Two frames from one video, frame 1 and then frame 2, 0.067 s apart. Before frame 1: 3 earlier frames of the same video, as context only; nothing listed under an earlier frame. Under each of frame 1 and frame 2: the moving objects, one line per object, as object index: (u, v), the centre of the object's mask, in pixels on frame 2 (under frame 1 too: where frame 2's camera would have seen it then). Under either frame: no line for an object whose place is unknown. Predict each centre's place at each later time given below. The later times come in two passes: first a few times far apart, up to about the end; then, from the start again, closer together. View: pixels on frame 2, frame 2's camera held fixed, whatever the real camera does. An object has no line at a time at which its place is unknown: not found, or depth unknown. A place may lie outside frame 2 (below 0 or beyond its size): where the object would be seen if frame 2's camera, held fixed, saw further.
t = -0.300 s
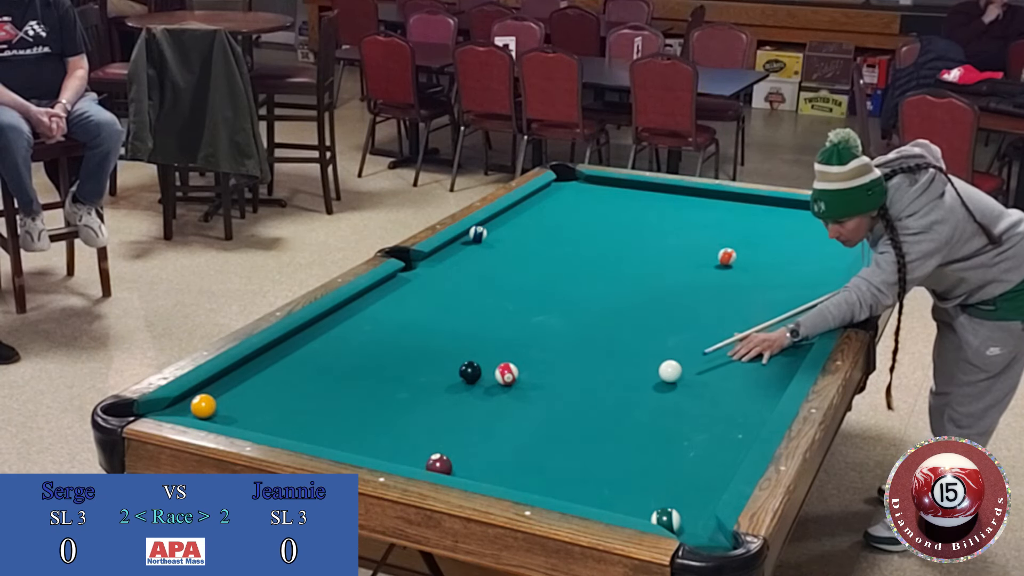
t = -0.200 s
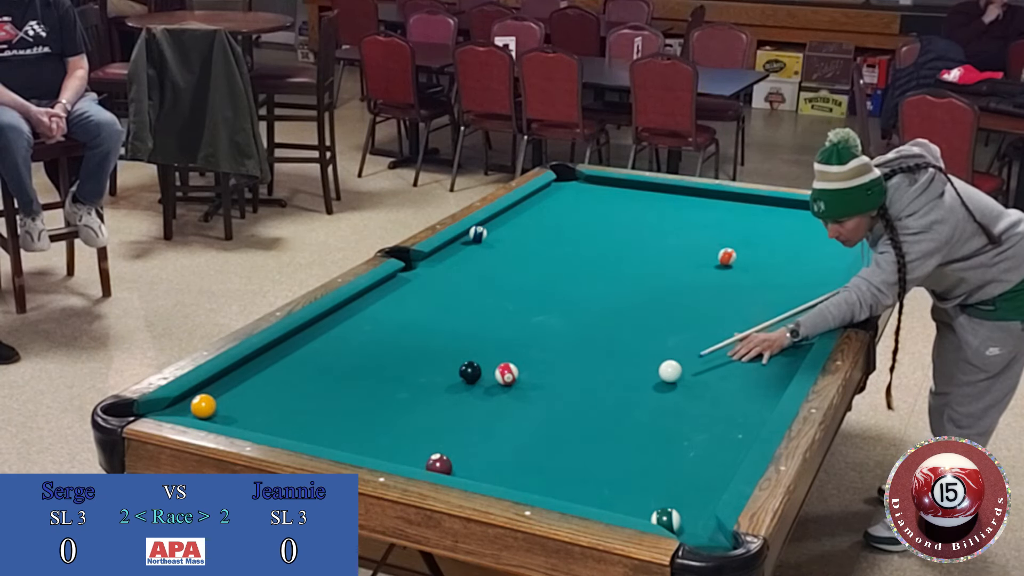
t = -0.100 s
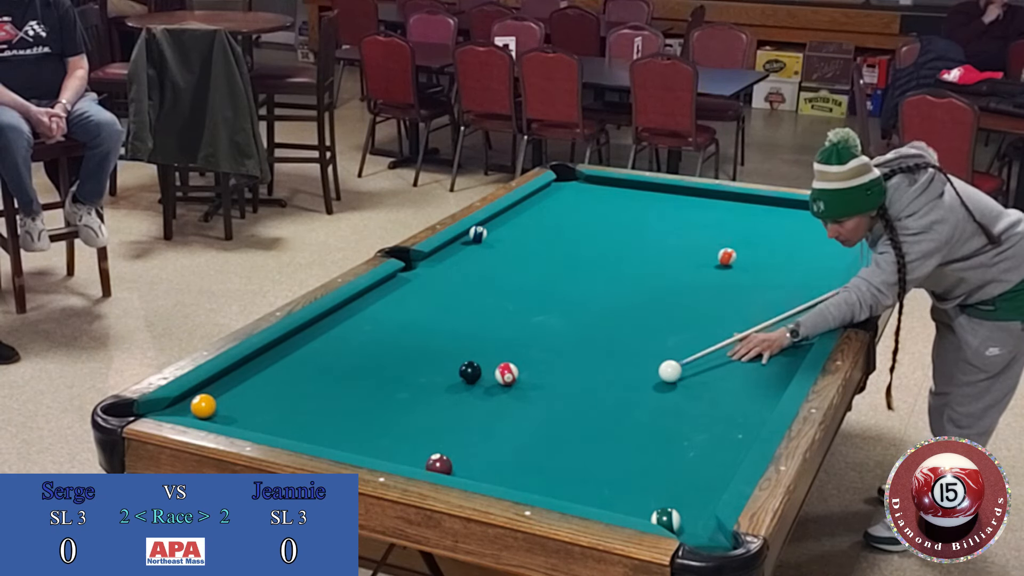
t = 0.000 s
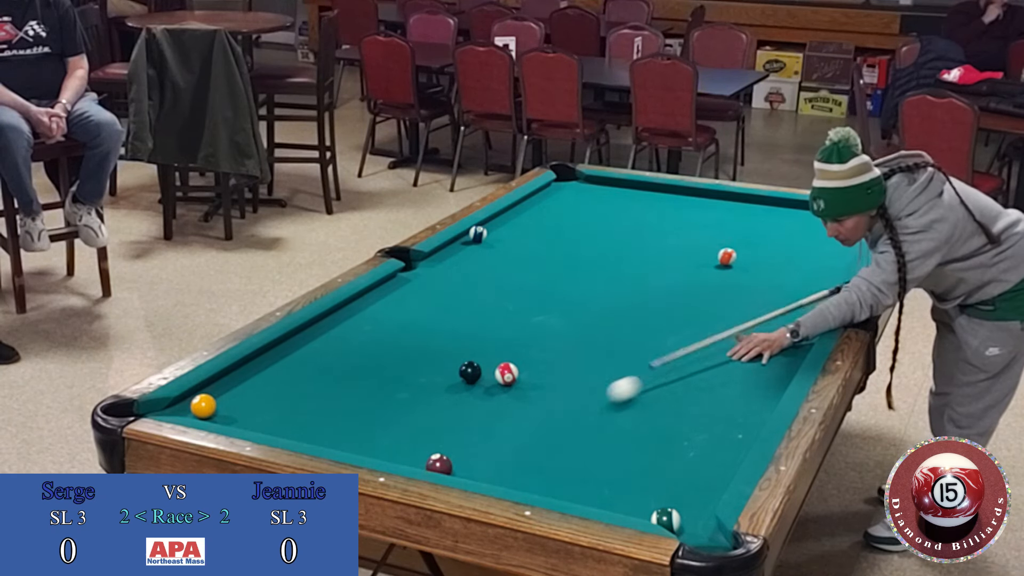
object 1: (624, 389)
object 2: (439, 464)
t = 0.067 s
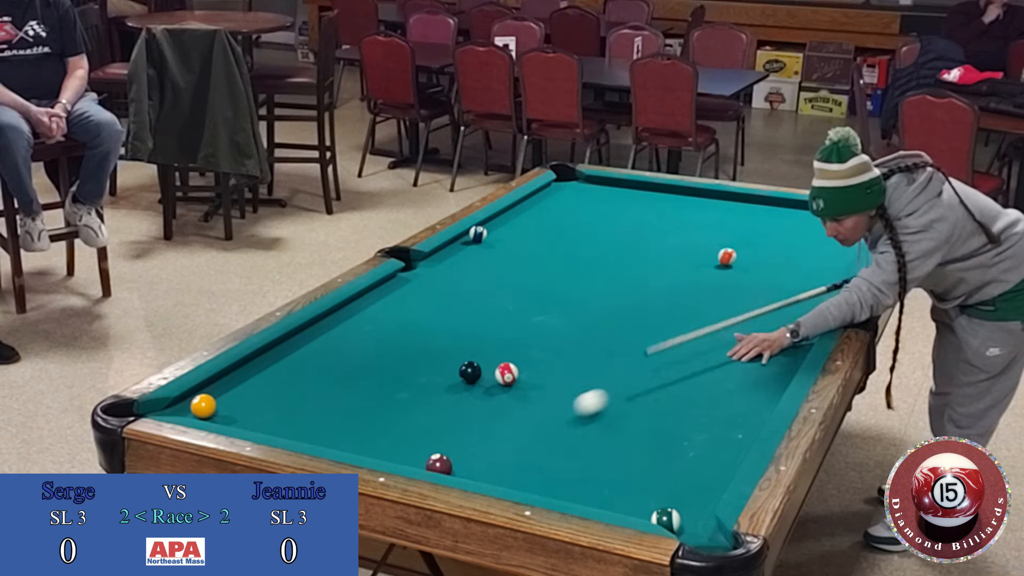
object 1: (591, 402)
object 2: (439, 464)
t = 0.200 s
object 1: (527, 427)
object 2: (439, 464)
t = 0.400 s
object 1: (445, 448)
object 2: (439, 464)
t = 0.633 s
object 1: (409, 423)
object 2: (458, 459)
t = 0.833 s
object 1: (376, 406)
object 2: (472, 453)
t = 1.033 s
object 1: (347, 390)
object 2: (486, 446)
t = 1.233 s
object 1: (320, 376)
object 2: (498, 441)
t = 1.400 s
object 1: (299, 365)
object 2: (507, 437)
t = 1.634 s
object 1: (272, 350)
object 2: (519, 431)
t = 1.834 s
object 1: (298, 347)
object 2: (527, 427)
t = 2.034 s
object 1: (326, 344)
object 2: (535, 424)
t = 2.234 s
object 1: (351, 342)
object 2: (542, 421)
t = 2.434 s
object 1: (376, 339)
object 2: (548, 419)
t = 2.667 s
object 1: (402, 337)
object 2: (553, 417)
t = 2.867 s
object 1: (423, 335)
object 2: (556, 415)
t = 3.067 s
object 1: (443, 333)
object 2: (559, 415)
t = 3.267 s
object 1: (462, 332)
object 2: (560, 414)
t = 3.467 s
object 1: (479, 330)
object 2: (561, 414)
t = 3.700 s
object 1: (497, 329)
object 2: (561, 414)
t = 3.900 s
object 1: (511, 328)
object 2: (561, 414)
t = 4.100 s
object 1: (524, 327)
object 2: (561, 415)
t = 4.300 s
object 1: (536, 326)
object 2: (561, 415)
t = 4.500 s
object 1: (547, 325)
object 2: (561, 415)
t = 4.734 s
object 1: (558, 324)
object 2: (561, 414)
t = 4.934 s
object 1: (566, 324)
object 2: (561, 414)
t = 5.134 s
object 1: (574, 323)
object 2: (561, 414)
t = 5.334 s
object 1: (580, 323)
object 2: (561, 414)
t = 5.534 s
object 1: (585, 322)
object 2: (561, 414)
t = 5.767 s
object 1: (589, 322)
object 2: (561, 415)
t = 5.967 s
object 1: (592, 321)
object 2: (561, 414)
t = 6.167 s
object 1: (593, 321)
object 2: (561, 414)
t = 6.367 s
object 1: (594, 321)
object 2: (561, 414)
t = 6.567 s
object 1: (594, 321)
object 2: (561, 414)
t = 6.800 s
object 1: (594, 321)
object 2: (561, 414)
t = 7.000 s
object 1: (594, 321)
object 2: (561, 414)
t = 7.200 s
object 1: (594, 321)
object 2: (561, 414)
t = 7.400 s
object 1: (594, 321)
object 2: (561, 414)
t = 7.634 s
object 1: (594, 321)
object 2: (561, 414)
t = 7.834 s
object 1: (594, 321)
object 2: (561, 414)
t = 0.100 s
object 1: (575, 409)
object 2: (439, 464)
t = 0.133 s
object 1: (559, 415)
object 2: (439, 464)
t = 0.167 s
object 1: (543, 421)
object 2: (439, 464)
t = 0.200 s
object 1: (527, 427)
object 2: (439, 464)
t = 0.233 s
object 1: (510, 434)
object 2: (439, 464)
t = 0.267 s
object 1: (493, 440)
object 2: (439, 464)
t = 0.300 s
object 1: (476, 447)
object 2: (439, 464)
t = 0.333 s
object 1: (461, 453)
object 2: (439, 464)
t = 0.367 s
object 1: (450, 454)
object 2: (436, 465)
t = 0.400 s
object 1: (445, 448)
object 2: (439, 464)
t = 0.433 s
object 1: (440, 444)
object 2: (442, 464)
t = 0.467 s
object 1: (435, 440)
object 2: (445, 463)
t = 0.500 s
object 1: (431, 436)
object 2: (447, 462)
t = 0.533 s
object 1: (426, 433)
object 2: (450, 462)
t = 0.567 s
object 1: (420, 429)
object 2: (453, 462)
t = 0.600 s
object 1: (414, 426)
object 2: (455, 460)
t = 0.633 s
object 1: (409, 423)
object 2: (458, 459)
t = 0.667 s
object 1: (403, 420)
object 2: (460, 458)
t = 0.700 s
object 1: (397, 417)
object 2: (463, 457)
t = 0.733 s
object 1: (392, 414)
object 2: (465, 456)
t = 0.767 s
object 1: (387, 412)
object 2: (468, 455)
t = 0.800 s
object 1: (381, 409)
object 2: (470, 454)
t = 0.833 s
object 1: (376, 406)
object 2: (472, 453)
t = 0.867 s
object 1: (371, 403)
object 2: (474, 451)
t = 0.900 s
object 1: (366, 401)
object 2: (477, 450)
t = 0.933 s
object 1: (361, 398)
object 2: (479, 449)
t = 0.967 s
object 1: (356, 395)
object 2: (481, 448)
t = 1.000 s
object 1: (351, 393)
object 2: (483, 447)
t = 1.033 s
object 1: (347, 390)
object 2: (486, 446)
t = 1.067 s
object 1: (342, 388)
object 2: (488, 445)
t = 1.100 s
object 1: (337, 385)
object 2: (490, 445)
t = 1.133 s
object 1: (333, 383)
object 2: (492, 444)
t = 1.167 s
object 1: (328, 381)
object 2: (494, 443)
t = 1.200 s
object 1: (324, 378)
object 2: (496, 442)
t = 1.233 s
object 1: (320, 376)
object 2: (498, 441)
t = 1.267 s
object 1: (315, 374)
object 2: (500, 440)
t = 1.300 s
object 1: (311, 371)
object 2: (502, 439)
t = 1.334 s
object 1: (307, 369)
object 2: (504, 438)
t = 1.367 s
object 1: (303, 367)
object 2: (505, 438)
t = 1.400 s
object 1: (299, 365)
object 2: (507, 437)
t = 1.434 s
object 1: (295, 363)
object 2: (509, 436)
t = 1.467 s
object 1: (291, 361)
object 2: (511, 435)
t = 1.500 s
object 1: (287, 358)
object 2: (512, 434)
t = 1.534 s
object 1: (283, 356)
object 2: (514, 434)
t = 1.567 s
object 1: (279, 354)
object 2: (516, 433)
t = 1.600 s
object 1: (276, 352)
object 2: (517, 432)
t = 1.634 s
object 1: (272, 350)
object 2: (519, 431)
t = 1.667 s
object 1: (274, 349)
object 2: (521, 431)
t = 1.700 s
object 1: (279, 349)
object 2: (522, 430)
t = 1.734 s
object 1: (284, 349)
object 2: (523, 429)
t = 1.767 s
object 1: (289, 348)
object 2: (525, 429)
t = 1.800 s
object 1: (293, 348)
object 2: (526, 428)
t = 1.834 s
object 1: (298, 347)
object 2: (527, 427)
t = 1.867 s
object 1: (303, 347)
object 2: (528, 427)
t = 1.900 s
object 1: (307, 346)
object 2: (530, 426)
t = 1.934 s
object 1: (312, 346)
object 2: (531, 426)
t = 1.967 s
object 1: (316, 345)
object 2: (532, 425)
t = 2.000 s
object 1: (321, 345)
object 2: (533, 424)
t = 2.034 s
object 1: (326, 344)
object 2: (535, 424)
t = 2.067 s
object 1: (330, 344)
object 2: (536, 423)
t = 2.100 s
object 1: (334, 343)
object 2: (537, 423)
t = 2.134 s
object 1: (339, 343)
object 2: (538, 422)
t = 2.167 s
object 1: (343, 343)
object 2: (539, 422)
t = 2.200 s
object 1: (347, 342)
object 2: (540, 422)
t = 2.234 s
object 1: (351, 342)
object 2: (542, 421)
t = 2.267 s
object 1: (355, 341)
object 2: (543, 421)
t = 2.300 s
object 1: (360, 341)
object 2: (544, 420)
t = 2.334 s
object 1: (364, 341)
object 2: (545, 420)
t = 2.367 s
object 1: (368, 340)
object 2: (546, 420)
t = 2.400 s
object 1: (372, 340)
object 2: (547, 419)
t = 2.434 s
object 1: (376, 339)
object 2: (548, 419)
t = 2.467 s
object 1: (379, 339)
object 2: (548, 419)
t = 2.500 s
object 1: (383, 339)
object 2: (549, 418)
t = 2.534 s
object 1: (387, 338)
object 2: (550, 418)
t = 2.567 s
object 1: (391, 338)
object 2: (551, 418)
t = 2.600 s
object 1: (395, 338)
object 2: (552, 418)
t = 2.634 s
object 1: (398, 337)
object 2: (552, 417)
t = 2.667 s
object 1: (402, 337)
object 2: (553, 417)
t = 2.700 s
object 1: (406, 337)
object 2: (554, 417)
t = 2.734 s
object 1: (409, 336)
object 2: (554, 416)
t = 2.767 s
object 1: (413, 336)
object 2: (555, 416)
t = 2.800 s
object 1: (416, 336)
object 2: (555, 416)
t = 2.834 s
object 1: (420, 335)
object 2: (556, 416)
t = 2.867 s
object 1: (423, 335)
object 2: (556, 415)
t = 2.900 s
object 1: (427, 335)
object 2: (557, 415)
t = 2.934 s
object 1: (430, 334)
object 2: (557, 415)
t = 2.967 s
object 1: (434, 334)
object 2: (558, 415)
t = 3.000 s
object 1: (437, 334)
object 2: (558, 415)
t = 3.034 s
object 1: (440, 333)
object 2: (558, 415)
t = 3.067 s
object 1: (443, 333)
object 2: (559, 415)
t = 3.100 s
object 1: (446, 333)
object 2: (559, 414)
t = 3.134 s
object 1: (450, 333)
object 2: (559, 415)
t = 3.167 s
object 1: (453, 332)
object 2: (559, 414)
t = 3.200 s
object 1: (456, 332)
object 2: (560, 414)
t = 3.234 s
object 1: (459, 332)
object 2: (560, 414)
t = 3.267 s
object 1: (462, 332)
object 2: (560, 414)
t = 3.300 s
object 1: (465, 331)
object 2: (560, 414)
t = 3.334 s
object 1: (468, 331)
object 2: (561, 414)
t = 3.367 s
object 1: (471, 331)
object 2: (561, 414)
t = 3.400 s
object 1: (473, 331)
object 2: (561, 414)
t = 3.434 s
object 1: (476, 330)
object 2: (561, 414)
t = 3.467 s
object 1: (479, 330)
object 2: (561, 414)
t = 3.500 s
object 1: (482, 330)
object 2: (561, 414)
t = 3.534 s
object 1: (484, 330)
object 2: (561, 414)
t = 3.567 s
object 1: (487, 330)
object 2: (561, 414)
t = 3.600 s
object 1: (489, 329)
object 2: (561, 414)
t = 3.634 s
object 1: (492, 329)
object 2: (561, 414)
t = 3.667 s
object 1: (495, 329)
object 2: (561, 414)
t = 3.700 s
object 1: (497, 329)
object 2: (561, 414)
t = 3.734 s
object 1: (499, 329)
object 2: (561, 414)
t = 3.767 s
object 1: (502, 328)
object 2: (561, 414)
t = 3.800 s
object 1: (504, 328)
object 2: (561, 415)
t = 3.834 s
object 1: (507, 328)
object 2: (561, 415)
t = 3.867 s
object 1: (509, 328)
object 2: (561, 415)
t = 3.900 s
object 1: (511, 328)
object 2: (561, 414)
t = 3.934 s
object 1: (514, 327)
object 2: (561, 414)
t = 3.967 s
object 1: (516, 327)
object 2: (561, 414)
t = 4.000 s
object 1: (518, 327)
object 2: (561, 414)
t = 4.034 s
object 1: (520, 327)
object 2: (561, 415)
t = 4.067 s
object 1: (522, 327)
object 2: (561, 415)
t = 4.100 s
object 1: (524, 327)
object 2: (561, 415)
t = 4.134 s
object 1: (527, 327)
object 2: (561, 415)
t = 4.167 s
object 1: (529, 326)
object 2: (561, 414)
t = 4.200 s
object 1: (531, 326)
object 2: (561, 414)
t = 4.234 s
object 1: (533, 326)
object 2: (561, 414)
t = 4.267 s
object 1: (534, 326)
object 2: (561, 414)
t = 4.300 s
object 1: (536, 326)
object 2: (561, 415)
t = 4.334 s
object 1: (538, 326)
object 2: (561, 415)
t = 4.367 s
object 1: (540, 325)
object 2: (561, 415)
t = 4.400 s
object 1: (542, 325)
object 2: (561, 415)
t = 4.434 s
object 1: (544, 325)
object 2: (561, 415)
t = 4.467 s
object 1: (545, 325)
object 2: (561, 415)
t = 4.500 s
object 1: (547, 325)
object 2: (561, 415)
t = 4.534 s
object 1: (549, 325)
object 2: (561, 415)
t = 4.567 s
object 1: (550, 325)
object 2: (561, 415)
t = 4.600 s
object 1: (552, 325)
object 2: (561, 414)
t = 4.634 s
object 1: (554, 324)
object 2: (561, 414)
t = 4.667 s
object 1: (555, 324)
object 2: (561, 414)
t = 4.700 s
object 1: (556, 324)
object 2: (561, 414)
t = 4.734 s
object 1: (558, 324)
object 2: (561, 414)
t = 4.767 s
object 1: (559, 324)
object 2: (561, 414)
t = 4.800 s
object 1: (561, 324)
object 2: (561, 414)
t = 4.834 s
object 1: (562, 324)
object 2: (561, 414)
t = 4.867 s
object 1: (564, 324)
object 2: (561, 414)
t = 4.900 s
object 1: (565, 324)
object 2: (561, 414)
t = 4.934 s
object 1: (566, 324)
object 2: (561, 414)
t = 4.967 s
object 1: (568, 324)
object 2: (561, 414)
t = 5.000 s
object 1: (569, 324)
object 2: (561, 414)
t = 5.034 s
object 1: (570, 323)
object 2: (561, 414)
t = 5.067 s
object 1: (571, 323)
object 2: (561, 414)
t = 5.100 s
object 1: (573, 323)
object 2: (561, 414)
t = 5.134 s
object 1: (574, 323)
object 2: (561, 414)
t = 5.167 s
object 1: (575, 323)
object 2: (561, 414)
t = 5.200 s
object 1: (576, 323)
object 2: (561, 414)
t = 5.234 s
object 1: (577, 323)
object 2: (561, 414)
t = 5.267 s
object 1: (578, 323)
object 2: (561, 414)
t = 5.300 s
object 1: (579, 323)
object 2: (561, 414)
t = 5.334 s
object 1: (580, 323)
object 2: (561, 414)
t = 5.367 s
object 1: (581, 323)
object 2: (561, 414)
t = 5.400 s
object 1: (582, 323)
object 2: (561, 414)
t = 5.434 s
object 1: (583, 323)
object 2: (561, 414)
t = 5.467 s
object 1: (583, 322)
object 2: (561, 414)
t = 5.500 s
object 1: (584, 322)
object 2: (561, 414)
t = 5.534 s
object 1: (585, 322)
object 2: (561, 414)
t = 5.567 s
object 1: (586, 322)
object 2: (561, 414)
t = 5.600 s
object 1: (586, 322)
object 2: (561, 415)
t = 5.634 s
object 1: (587, 322)
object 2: (561, 415)
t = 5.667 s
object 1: (588, 322)
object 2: (561, 414)
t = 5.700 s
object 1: (588, 322)
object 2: (561, 414)
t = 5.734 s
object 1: (589, 322)
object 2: (561, 414)
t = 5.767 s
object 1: (589, 322)
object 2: (561, 415)
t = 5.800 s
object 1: (590, 322)
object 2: (561, 414)
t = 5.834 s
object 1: (590, 322)
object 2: (561, 414)
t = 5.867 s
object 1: (591, 321)
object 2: (561, 414)
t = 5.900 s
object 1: (591, 321)
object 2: (561, 414)
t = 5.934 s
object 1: (592, 321)
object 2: (561, 415)
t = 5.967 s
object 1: (592, 321)
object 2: (561, 414)
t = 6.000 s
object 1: (592, 321)
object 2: (561, 414)
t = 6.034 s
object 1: (592, 321)
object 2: (561, 414)
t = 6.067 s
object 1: (593, 321)
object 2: (561, 414)
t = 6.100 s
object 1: (593, 321)
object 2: (561, 414)
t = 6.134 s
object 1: (593, 321)
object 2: (561, 414)
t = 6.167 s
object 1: (593, 321)
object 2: (561, 414)
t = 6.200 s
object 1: (594, 321)
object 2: (561, 414)
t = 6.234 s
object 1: (594, 321)
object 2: (561, 414)
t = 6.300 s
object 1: (594, 321)
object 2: (561, 414)
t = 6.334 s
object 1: (594, 321)
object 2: (561, 414)
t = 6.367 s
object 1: (594, 321)
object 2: (561, 414)
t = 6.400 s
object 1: (594, 321)
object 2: (561, 414)
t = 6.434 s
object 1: (594, 321)
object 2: (561, 414)
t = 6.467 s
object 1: (594, 321)
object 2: (561, 414)
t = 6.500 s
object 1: (594, 321)
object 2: (561, 414)
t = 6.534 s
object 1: (594, 321)
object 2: (561, 414)
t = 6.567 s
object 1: (594, 321)
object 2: (561, 414)
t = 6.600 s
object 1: (594, 321)
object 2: (561, 414)
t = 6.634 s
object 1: (594, 321)
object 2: (561, 414)
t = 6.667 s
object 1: (594, 321)
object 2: (561, 414)
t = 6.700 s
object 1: (594, 321)
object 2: (561, 414)
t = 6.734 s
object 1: (594, 321)
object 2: (561, 414)
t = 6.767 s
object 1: (594, 321)
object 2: (561, 414)
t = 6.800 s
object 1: (594, 321)
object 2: (561, 414)
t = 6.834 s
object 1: (594, 321)
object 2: (561, 414)
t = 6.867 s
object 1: (594, 321)
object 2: (561, 414)
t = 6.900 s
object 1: (594, 321)
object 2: (561, 414)
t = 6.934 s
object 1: (594, 321)
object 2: (561, 414)
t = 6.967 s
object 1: (594, 321)
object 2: (561, 414)
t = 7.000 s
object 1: (594, 321)
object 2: (561, 414)
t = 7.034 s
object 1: (594, 321)
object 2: (561, 414)
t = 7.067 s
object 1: (594, 321)
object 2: (561, 414)
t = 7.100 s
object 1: (594, 321)
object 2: (561, 414)
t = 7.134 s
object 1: (594, 321)
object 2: (561, 414)
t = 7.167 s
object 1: (594, 321)
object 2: (561, 414)
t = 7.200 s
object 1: (594, 321)
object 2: (561, 414)
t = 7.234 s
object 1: (594, 321)
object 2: (561, 414)
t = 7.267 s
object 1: (594, 321)
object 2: (561, 414)
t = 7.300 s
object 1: (594, 321)
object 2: (561, 414)
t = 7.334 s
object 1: (594, 321)
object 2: (561, 414)
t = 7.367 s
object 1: (594, 321)
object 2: (561, 414)
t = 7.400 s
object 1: (594, 321)
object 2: (561, 414)
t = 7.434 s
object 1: (594, 321)
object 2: (561, 414)
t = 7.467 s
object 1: (594, 321)
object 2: (561, 414)
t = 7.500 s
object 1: (594, 321)
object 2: (561, 414)
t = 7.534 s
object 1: (594, 321)
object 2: (561, 414)
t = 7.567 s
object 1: (594, 321)
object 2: (561, 414)
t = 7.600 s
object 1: (594, 321)
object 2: (561, 414)
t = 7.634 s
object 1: (594, 321)
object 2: (561, 414)
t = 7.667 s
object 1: (594, 321)
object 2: (561, 414)
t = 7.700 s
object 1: (594, 321)
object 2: (561, 414)
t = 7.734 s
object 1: (594, 321)
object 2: (561, 414)
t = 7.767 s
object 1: (594, 321)
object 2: (561, 414)
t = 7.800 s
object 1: (594, 321)
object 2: (561, 414)
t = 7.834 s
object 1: (594, 321)
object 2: (561, 414)
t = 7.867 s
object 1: (594, 321)
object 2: (561, 414)
